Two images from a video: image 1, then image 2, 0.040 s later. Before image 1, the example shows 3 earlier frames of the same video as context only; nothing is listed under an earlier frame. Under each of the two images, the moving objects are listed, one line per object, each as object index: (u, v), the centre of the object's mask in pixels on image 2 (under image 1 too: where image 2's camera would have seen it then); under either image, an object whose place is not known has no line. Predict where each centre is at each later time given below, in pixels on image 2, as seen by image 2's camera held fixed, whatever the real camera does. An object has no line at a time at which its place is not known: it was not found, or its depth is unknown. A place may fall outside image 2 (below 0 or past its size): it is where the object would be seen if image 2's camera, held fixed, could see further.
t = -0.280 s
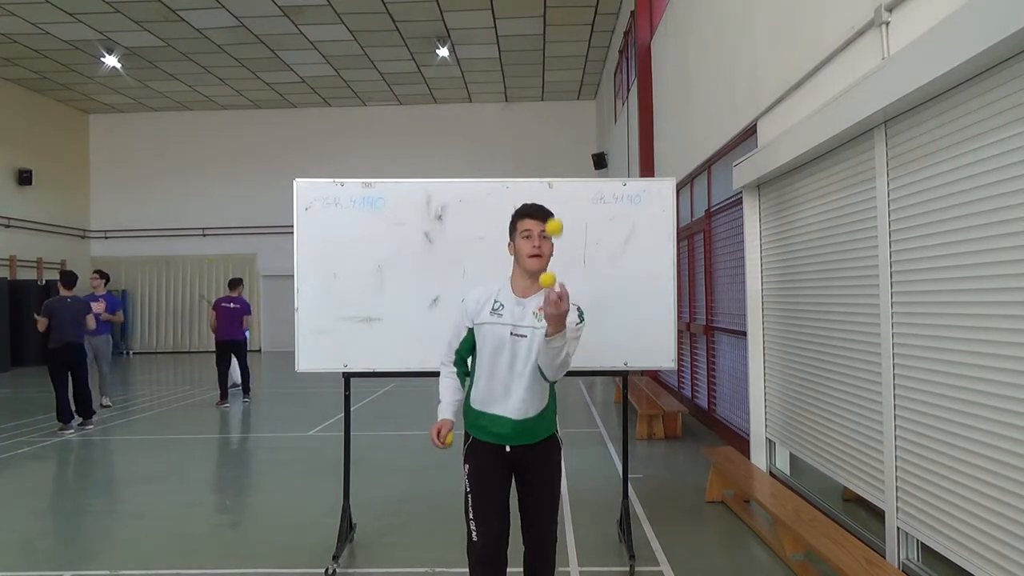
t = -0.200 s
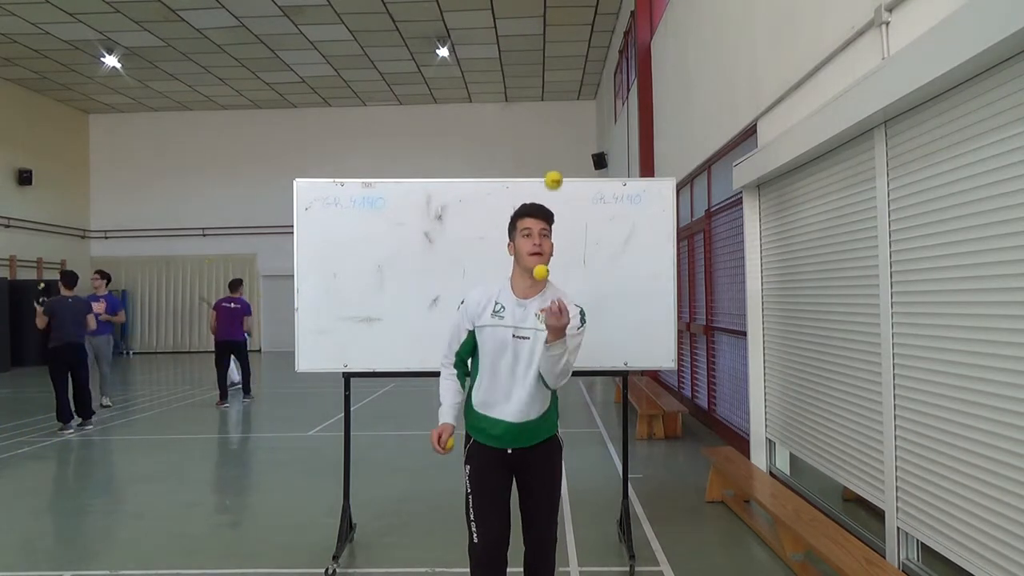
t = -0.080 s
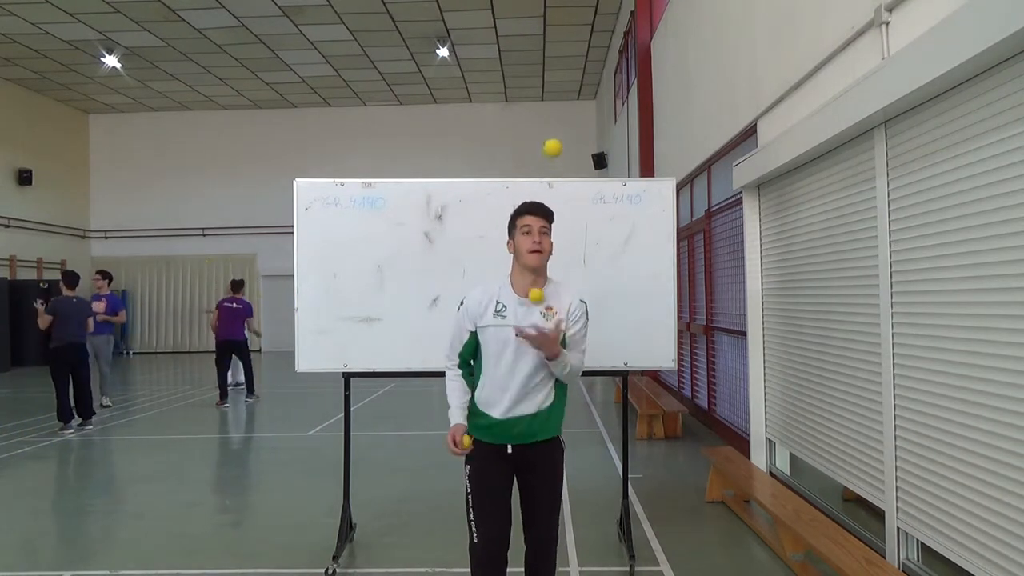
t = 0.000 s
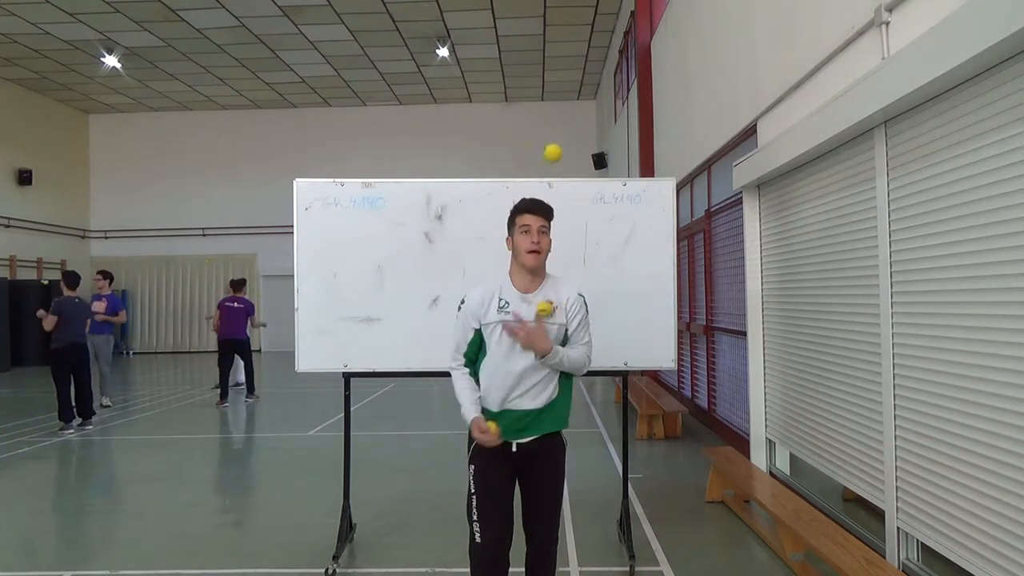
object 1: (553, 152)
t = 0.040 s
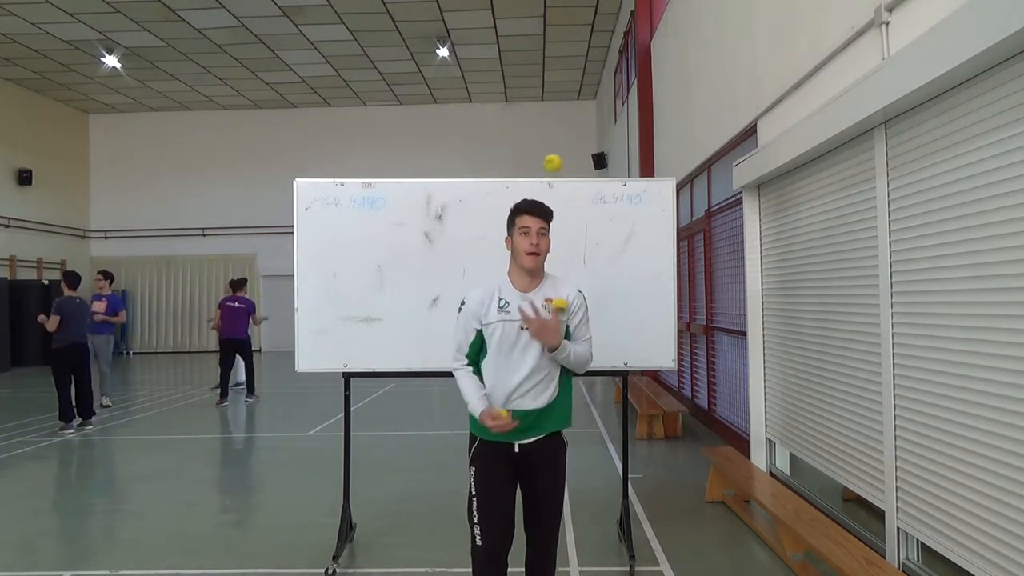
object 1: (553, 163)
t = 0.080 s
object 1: (553, 179)
